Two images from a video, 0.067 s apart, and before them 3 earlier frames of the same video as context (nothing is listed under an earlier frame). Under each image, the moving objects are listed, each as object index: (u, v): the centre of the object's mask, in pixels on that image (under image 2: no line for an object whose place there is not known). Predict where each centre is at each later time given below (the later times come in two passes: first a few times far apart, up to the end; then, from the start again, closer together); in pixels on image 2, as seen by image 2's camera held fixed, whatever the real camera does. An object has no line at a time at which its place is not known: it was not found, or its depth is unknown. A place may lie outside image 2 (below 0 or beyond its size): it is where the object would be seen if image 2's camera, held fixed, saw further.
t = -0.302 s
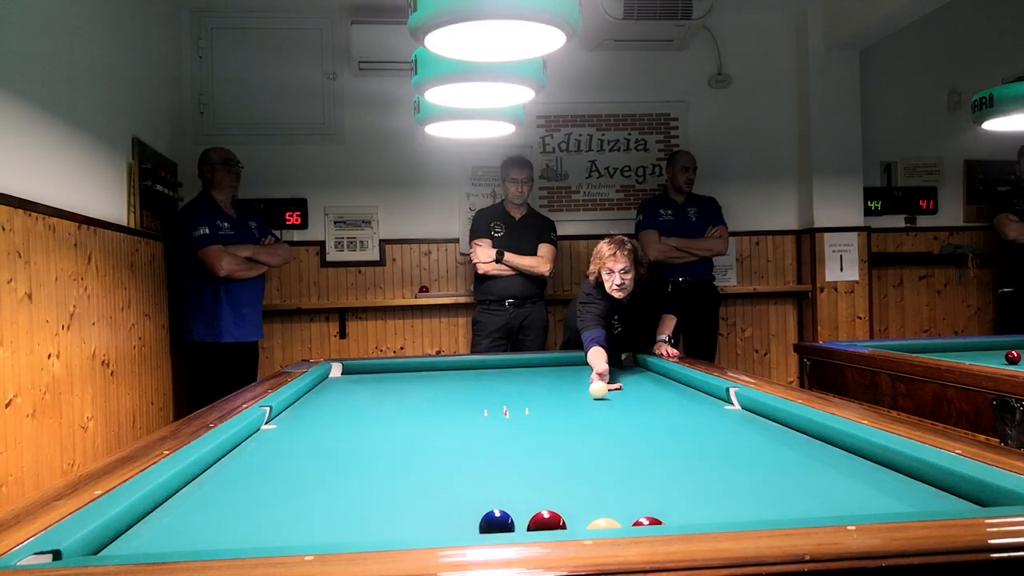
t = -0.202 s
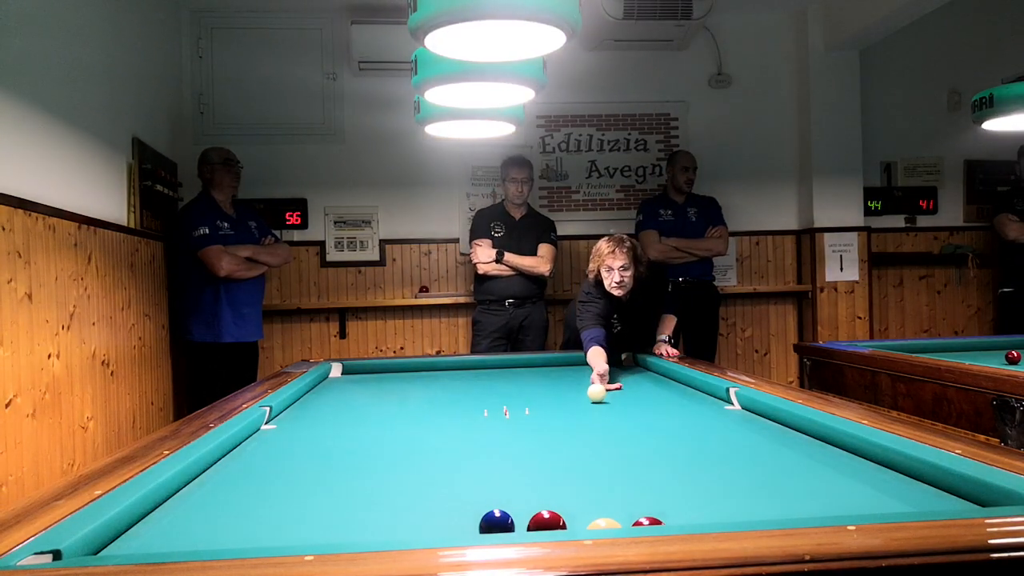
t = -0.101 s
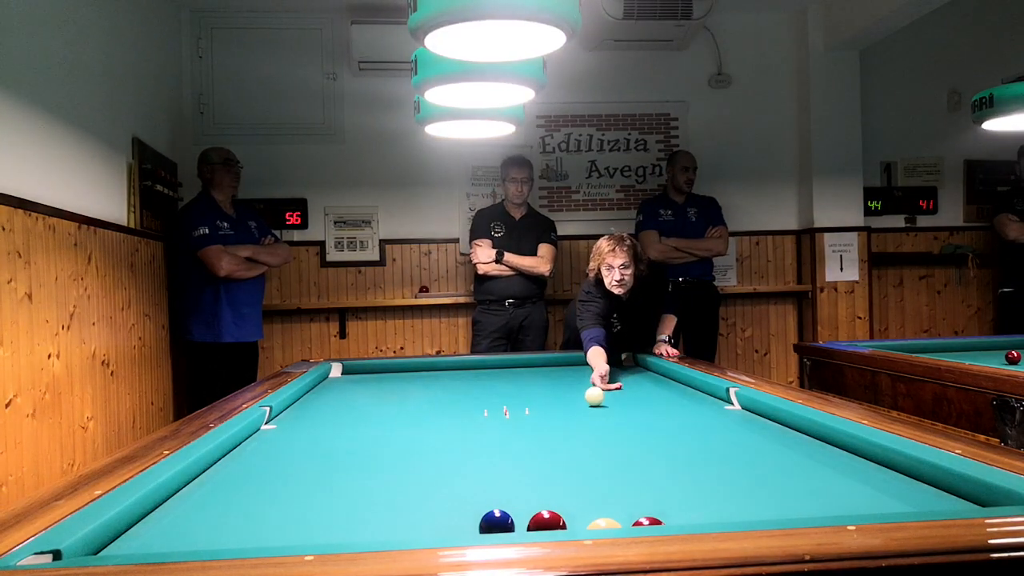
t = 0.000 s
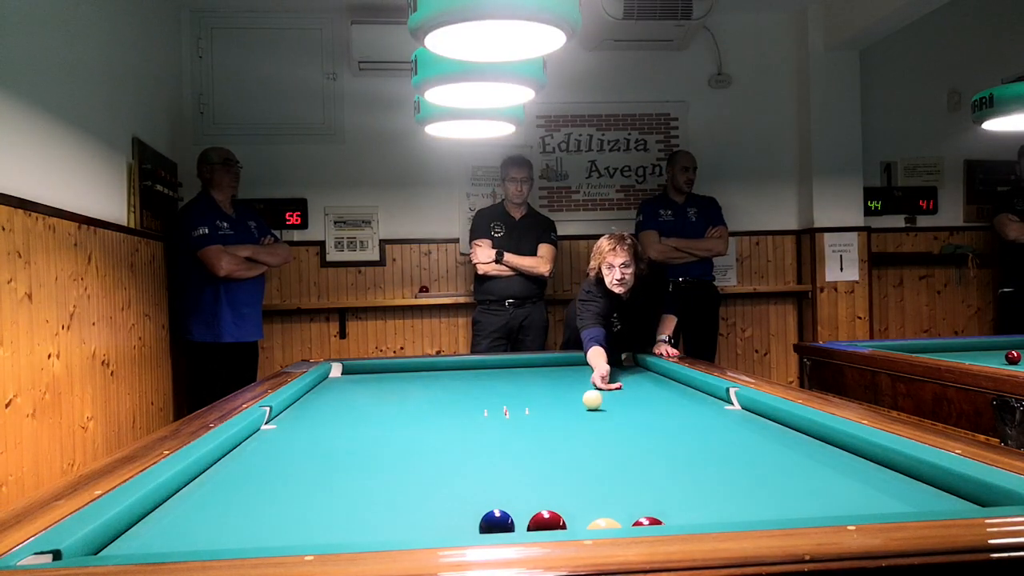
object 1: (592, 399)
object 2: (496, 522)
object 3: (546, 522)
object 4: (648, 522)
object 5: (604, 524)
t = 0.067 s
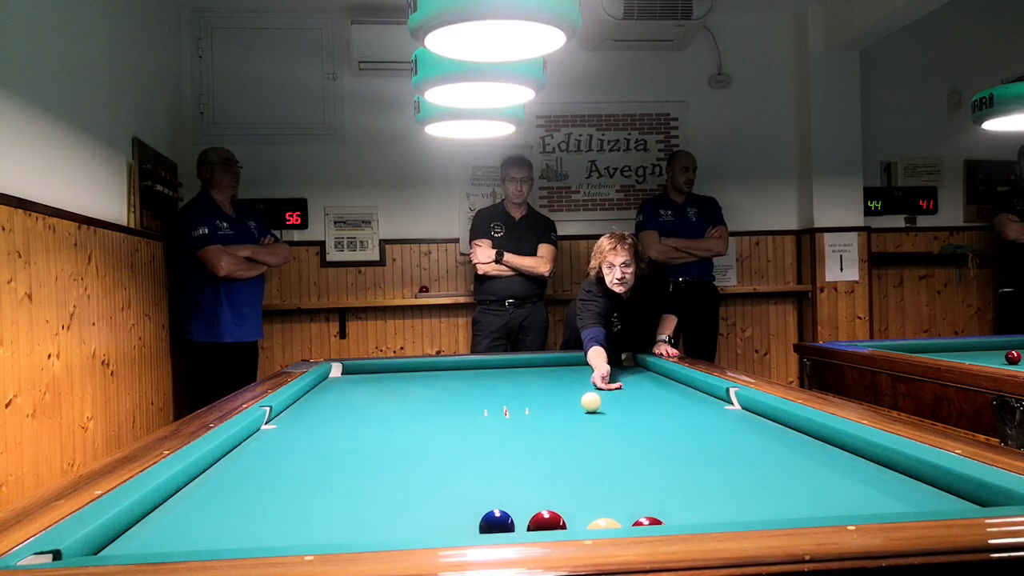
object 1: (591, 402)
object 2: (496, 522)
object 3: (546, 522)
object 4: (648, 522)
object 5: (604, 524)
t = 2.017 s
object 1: (529, 518)
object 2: (444, 532)
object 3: (561, 525)
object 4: (648, 522)
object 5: (604, 524)
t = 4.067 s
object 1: (486, 523)
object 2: (231, 516)
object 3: (566, 524)
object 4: (686, 520)
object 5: (613, 524)
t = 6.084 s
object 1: (487, 522)
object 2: (186, 497)
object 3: (566, 524)
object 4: (687, 520)
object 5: (613, 524)
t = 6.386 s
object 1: (487, 522)
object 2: (191, 496)
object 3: (566, 524)
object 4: (687, 520)
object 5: (613, 524)
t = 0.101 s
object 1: (590, 403)
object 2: (496, 522)
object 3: (546, 522)
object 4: (648, 522)
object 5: (604, 524)
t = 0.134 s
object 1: (589, 404)
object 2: (496, 522)
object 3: (546, 522)
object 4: (648, 522)
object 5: (604, 524)
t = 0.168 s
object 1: (588, 406)
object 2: (497, 522)
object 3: (546, 522)
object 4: (648, 522)
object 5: (604, 524)
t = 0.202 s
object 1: (588, 407)
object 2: (496, 522)
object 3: (546, 522)
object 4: (648, 522)
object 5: (604, 524)
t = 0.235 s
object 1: (587, 408)
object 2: (497, 522)
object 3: (546, 522)
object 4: (648, 522)
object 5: (604, 524)
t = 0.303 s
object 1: (585, 411)
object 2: (496, 522)
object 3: (546, 522)
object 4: (648, 522)
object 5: (604, 524)
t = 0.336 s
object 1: (584, 412)
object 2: (496, 522)
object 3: (546, 522)
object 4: (648, 522)
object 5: (604, 524)
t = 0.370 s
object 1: (584, 414)
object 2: (496, 522)
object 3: (546, 522)
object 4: (648, 522)
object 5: (604, 524)
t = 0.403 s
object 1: (583, 415)
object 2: (496, 522)
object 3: (546, 522)
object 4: (648, 522)
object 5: (604, 524)
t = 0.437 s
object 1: (582, 417)
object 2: (496, 522)
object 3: (546, 521)
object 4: (648, 522)
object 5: (604, 524)
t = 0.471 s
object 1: (581, 418)
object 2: (496, 522)
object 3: (546, 521)
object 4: (648, 522)
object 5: (604, 524)
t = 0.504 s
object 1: (580, 420)
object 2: (496, 522)
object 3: (546, 521)
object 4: (648, 522)
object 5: (604, 524)
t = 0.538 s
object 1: (579, 421)
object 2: (496, 522)
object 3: (546, 521)
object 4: (648, 522)
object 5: (604, 524)
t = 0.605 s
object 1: (577, 425)
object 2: (496, 522)
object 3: (546, 521)
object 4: (648, 522)
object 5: (604, 524)
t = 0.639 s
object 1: (576, 426)
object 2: (496, 522)
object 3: (546, 522)
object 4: (648, 522)
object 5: (604, 524)
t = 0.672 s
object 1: (575, 428)
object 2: (496, 522)
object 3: (546, 521)
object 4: (648, 522)
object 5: (604, 524)
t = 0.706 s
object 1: (574, 430)
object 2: (496, 522)
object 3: (546, 521)
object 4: (648, 522)
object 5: (604, 524)
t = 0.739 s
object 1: (573, 432)
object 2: (496, 522)
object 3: (546, 521)
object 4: (648, 522)
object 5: (604, 524)
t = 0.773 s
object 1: (572, 433)
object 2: (497, 522)
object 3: (546, 521)
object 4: (648, 522)
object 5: (604, 524)
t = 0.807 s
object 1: (571, 435)
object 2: (496, 522)
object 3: (546, 521)
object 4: (648, 522)
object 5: (604, 524)
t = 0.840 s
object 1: (570, 437)
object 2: (496, 522)
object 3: (546, 521)
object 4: (648, 522)
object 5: (604, 524)
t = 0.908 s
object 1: (567, 441)
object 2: (496, 522)
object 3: (546, 521)
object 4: (648, 522)
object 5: (604, 524)
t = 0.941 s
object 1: (566, 443)
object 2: (496, 522)
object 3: (546, 522)
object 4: (648, 522)
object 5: (604, 524)
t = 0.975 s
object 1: (565, 445)
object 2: (496, 522)
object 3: (546, 521)
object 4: (648, 522)
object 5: (604, 524)
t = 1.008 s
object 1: (564, 447)
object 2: (496, 522)
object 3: (546, 521)
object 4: (648, 522)
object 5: (604, 524)
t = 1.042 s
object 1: (562, 450)
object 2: (496, 522)
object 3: (546, 521)
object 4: (648, 522)
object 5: (604, 524)
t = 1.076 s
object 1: (561, 452)
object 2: (496, 522)
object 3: (546, 522)
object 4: (648, 522)
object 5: (604, 524)
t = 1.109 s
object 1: (560, 454)
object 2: (496, 522)
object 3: (546, 521)
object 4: (648, 522)
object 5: (604, 524)
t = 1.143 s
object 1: (558, 456)
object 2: (497, 522)
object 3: (546, 521)
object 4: (648, 522)
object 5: (604, 524)
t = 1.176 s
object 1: (557, 459)
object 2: (496, 522)
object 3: (546, 522)
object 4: (648, 522)
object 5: (604, 524)
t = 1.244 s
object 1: (554, 464)
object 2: (496, 522)
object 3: (546, 522)
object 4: (648, 522)
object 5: (604, 524)
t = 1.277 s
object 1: (552, 467)
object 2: (496, 522)
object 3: (546, 522)
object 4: (648, 522)
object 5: (604, 524)
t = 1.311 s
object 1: (551, 469)
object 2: (496, 522)
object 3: (546, 522)
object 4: (648, 522)
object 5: (604, 524)
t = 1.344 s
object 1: (549, 472)
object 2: (497, 522)
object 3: (546, 521)
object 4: (648, 522)
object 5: (604, 524)
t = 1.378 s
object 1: (547, 475)
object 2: (496, 522)
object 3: (546, 521)
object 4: (648, 522)
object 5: (604, 524)
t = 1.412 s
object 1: (545, 478)
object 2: (496, 522)
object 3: (546, 522)
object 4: (648, 522)
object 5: (604, 524)
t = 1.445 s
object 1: (544, 481)
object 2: (496, 522)
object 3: (546, 522)
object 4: (648, 522)
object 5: (604, 524)
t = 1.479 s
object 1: (542, 484)
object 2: (496, 522)
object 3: (546, 522)
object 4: (648, 522)
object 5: (604, 524)
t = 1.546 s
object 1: (538, 490)
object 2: (496, 522)
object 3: (546, 521)
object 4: (648, 522)
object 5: (604, 524)
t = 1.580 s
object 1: (536, 493)
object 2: (496, 522)
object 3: (546, 521)
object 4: (648, 522)
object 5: (604, 524)
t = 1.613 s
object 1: (534, 496)
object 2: (496, 522)
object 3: (546, 521)
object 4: (648, 522)
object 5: (604, 524)
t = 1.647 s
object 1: (531, 499)
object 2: (496, 522)
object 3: (546, 521)
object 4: (648, 522)
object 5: (604, 524)
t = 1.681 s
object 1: (529, 502)
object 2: (496, 522)
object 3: (546, 521)
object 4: (648, 522)
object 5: (604, 524)
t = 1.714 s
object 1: (526, 505)
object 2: (497, 522)
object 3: (546, 522)
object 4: (648, 522)
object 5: (604, 524)
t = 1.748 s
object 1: (524, 508)
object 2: (497, 522)
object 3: (546, 521)
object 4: (648, 522)
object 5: (604, 524)
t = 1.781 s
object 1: (522, 510)
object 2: (497, 522)
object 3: (546, 522)
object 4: (648, 522)
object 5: (604, 524)
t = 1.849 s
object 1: (524, 514)
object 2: (481, 525)
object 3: (547, 522)
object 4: (648, 522)
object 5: (604, 524)
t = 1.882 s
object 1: (526, 515)
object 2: (473, 527)
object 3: (550, 522)
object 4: (648, 522)
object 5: (604, 524)
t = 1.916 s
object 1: (527, 516)
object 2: (465, 528)
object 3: (553, 523)
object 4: (648, 522)
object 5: (604, 524)
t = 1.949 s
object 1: (527, 517)
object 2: (458, 530)
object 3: (555, 523)
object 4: (648, 522)
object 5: (604, 524)
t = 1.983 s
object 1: (528, 517)
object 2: (451, 531)
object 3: (558, 524)
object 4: (648, 522)
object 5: (604, 524)
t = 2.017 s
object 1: (529, 518)
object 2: (444, 532)
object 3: (561, 525)
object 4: (648, 522)
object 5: (604, 524)
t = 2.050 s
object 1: (529, 518)
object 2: (436, 533)
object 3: (561, 525)
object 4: (648, 522)
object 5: (605, 524)
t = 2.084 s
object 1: (529, 519)
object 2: (429, 535)
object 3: (561, 526)
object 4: (650, 522)
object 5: (605, 524)
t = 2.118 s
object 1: (530, 519)
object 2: (421, 536)
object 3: (562, 526)
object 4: (651, 522)
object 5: (606, 524)
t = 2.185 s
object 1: (530, 520)
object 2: (412, 536)
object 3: (561, 526)
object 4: (654, 522)
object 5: (606, 524)
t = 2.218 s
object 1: (529, 520)
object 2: (407, 536)
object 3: (560, 525)
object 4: (656, 522)
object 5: (606, 524)
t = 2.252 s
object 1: (529, 520)
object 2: (402, 536)
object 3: (560, 525)
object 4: (657, 521)
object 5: (606, 524)
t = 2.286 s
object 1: (529, 520)
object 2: (398, 535)
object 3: (559, 525)
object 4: (659, 521)
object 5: (606, 524)
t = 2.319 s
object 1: (528, 521)
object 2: (393, 535)
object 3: (558, 525)
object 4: (660, 521)
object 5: (606, 524)
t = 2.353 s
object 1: (528, 521)
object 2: (389, 535)
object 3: (560, 525)
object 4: (661, 521)
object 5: (606, 524)
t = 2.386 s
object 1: (527, 521)
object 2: (385, 534)
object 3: (561, 525)
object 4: (663, 521)
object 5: (606, 524)
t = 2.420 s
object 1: (525, 521)
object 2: (380, 534)
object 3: (562, 524)
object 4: (664, 521)
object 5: (607, 524)
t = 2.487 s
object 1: (522, 521)
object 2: (372, 534)
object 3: (564, 524)
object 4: (666, 521)
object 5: (607, 524)
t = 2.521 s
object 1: (521, 521)
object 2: (368, 534)
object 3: (565, 524)
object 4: (668, 521)
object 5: (607, 524)
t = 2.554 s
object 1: (520, 521)
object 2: (364, 533)
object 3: (565, 524)
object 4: (669, 521)
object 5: (608, 524)
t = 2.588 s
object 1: (518, 522)
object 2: (360, 533)
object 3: (565, 524)
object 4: (670, 521)
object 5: (608, 524)
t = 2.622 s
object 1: (517, 522)
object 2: (356, 533)
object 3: (566, 524)
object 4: (671, 521)
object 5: (609, 524)
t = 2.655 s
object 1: (515, 522)
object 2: (352, 533)
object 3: (566, 524)
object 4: (672, 521)
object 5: (609, 524)
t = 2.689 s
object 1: (514, 522)
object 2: (349, 533)
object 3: (566, 524)
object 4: (673, 521)
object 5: (609, 524)
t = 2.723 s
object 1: (513, 522)
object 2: (345, 532)
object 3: (566, 524)
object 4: (674, 521)
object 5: (610, 524)
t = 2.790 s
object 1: (510, 522)
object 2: (338, 532)
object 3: (566, 524)
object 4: (676, 521)
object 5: (611, 524)
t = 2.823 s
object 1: (509, 522)
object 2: (334, 531)
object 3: (566, 524)
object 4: (677, 521)
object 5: (611, 524)
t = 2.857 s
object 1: (508, 522)
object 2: (330, 531)
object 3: (566, 524)
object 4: (678, 521)
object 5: (611, 524)
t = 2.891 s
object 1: (506, 522)
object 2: (327, 531)
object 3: (566, 524)
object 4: (679, 521)
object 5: (611, 524)
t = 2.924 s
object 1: (506, 522)
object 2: (324, 531)
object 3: (566, 524)
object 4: (680, 521)
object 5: (611, 524)
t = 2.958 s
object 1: (504, 522)
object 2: (320, 530)
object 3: (566, 524)
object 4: (681, 521)
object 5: (611, 524)
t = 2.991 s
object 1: (503, 522)
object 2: (317, 530)
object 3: (566, 524)
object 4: (681, 521)
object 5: (611, 524)
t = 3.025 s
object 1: (503, 522)
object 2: (314, 530)
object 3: (566, 524)
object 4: (682, 521)
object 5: (611, 524)
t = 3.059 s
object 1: (502, 522)
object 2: (310, 530)
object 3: (566, 524)
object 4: (683, 521)
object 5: (611, 524)
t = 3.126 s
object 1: (500, 522)
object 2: (304, 529)
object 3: (566, 524)
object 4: (684, 520)
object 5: (612, 524)
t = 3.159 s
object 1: (499, 522)
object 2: (301, 529)
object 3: (566, 524)
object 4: (684, 521)
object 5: (612, 524)
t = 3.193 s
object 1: (498, 522)
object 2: (298, 528)
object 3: (566, 524)
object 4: (684, 521)
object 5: (612, 524)
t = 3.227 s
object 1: (497, 522)
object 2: (295, 528)
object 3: (566, 524)
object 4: (684, 520)
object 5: (612, 524)
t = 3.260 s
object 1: (496, 523)
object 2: (292, 528)
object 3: (566, 524)
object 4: (684, 521)
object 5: (612, 524)
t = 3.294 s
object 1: (495, 522)
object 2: (289, 527)
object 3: (566, 524)
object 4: (685, 520)
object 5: (612, 524)
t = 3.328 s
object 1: (495, 523)
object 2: (286, 527)
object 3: (566, 524)
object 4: (685, 520)
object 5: (612, 524)
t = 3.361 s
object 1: (494, 523)
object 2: (283, 527)
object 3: (566, 524)
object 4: (685, 520)
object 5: (613, 524)
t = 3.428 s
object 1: (493, 523)
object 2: (278, 526)
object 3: (566, 524)
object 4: (686, 520)
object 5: (613, 524)
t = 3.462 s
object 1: (492, 523)
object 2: (275, 525)
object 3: (566, 524)
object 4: (686, 520)
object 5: (613, 524)
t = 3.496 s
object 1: (492, 523)
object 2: (272, 525)
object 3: (566, 524)
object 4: (686, 520)
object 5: (613, 524)
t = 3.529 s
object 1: (491, 523)
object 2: (269, 524)
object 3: (566, 524)
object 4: (686, 520)
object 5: (613, 524)
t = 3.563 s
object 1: (490, 523)
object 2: (267, 523)
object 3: (566, 524)
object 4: (686, 520)
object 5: (613, 524)
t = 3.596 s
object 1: (490, 523)
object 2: (264, 523)
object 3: (566, 524)
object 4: (686, 520)
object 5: (613, 524)
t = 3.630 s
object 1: (490, 523)
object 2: (261, 522)
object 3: (566, 524)
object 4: (687, 520)
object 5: (613, 524)
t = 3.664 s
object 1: (489, 523)
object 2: (259, 522)
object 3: (566, 524)
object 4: (686, 520)
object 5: (613, 524)
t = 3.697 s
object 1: (489, 523)
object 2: (256, 521)
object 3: (566, 524)
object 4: (686, 520)
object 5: (613, 524)
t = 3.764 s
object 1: (488, 523)
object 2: (252, 520)
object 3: (566, 524)
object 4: (687, 520)
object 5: (613, 524)
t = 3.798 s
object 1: (488, 523)
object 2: (249, 520)
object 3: (566, 524)
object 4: (687, 520)
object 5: (613, 524)
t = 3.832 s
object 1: (488, 523)
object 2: (247, 519)
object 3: (566, 524)
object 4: (687, 520)
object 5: (613, 524)
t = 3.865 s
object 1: (487, 523)
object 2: (244, 519)
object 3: (566, 524)
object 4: (686, 520)
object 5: (613, 524)
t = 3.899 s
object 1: (487, 523)
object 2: (242, 518)
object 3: (566, 524)
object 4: (686, 520)
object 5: (613, 524)
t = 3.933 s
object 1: (487, 523)
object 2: (240, 518)
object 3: (566, 524)
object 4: (686, 520)
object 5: (613, 524)
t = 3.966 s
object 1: (487, 523)
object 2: (238, 517)
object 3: (566, 524)
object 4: (686, 520)
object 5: (613, 524)
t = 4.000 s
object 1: (487, 523)
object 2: (235, 517)
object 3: (566, 524)
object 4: (686, 520)
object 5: (613, 524)
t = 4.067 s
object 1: (486, 523)
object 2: (231, 516)
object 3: (566, 524)
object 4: (686, 520)
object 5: (613, 524)
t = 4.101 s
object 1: (486, 523)
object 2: (229, 515)
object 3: (566, 524)
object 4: (686, 520)
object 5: (613, 524)
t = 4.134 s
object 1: (486, 523)
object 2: (227, 515)
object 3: (566, 524)
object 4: (686, 520)
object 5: (613, 524)
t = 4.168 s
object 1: (486, 523)
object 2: (225, 514)
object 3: (566, 524)
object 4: (686, 520)
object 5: (613, 524)
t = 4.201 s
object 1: (486, 523)
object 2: (223, 514)
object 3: (566, 524)
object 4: (686, 520)
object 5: (613, 524)
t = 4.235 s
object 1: (486, 523)
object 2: (221, 514)
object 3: (566, 524)
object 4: (686, 520)
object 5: (613, 524)
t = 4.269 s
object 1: (486, 523)
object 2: (219, 513)
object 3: (566, 524)
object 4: (686, 520)
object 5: (613, 524)
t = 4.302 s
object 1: (486, 523)
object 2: (217, 513)
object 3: (566, 524)
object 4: (686, 520)
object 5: (613, 524)
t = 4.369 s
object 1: (486, 523)
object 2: (213, 512)
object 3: (566, 524)
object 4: (686, 520)
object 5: (613, 524)
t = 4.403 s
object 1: (486, 523)
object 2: (212, 511)
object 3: (566, 524)
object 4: (686, 520)
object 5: (613, 524)
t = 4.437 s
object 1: (486, 523)
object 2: (210, 511)
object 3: (566, 524)
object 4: (686, 520)
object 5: (613, 524)
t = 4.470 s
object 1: (486, 523)
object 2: (208, 511)
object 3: (566, 524)
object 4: (686, 520)
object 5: (613, 524)
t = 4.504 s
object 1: (486, 523)
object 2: (206, 510)
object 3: (566, 524)
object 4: (686, 520)
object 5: (613, 524)
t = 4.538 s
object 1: (486, 523)
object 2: (204, 510)
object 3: (566, 524)
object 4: (686, 520)
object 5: (613, 524)
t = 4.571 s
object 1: (486, 523)
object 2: (203, 509)
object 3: (566, 524)
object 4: (687, 520)
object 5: (613, 524)
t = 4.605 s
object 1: (487, 523)
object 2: (201, 509)
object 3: (566, 524)
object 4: (687, 520)
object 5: (613, 524)
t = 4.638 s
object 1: (486, 523)
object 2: (200, 508)
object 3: (566, 524)
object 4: (687, 520)
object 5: (613, 524)
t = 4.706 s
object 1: (486, 523)
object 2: (197, 508)
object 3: (566, 524)
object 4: (687, 520)
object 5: (613, 524)
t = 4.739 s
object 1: (486, 523)
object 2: (195, 507)
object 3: (566, 524)
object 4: (687, 520)
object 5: (613, 524)
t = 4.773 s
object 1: (486, 523)
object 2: (193, 507)
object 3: (566, 524)
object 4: (687, 520)
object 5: (613, 524)
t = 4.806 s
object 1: (486, 523)
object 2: (192, 507)
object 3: (566, 524)
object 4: (687, 520)
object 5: (613, 524)
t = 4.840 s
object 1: (487, 523)
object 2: (191, 506)
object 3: (566, 524)
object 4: (687, 520)
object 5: (613, 524)
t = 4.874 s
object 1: (486, 523)
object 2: (189, 506)
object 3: (566, 524)
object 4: (687, 520)
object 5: (613, 524)
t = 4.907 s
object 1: (487, 523)
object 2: (188, 506)
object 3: (566, 524)
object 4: (687, 520)
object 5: (613, 524)
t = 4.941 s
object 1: (486, 523)
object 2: (186, 505)
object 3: (566, 524)
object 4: (687, 520)
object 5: (613, 524)
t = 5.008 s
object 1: (486, 523)
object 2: (183, 505)
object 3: (566, 524)
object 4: (687, 520)
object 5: (613, 524)
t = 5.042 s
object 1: (486, 523)
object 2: (182, 504)
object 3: (566, 524)
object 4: (687, 520)
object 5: (613, 524)
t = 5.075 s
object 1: (487, 523)
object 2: (181, 504)
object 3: (566, 524)
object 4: (687, 520)
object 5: (613, 524)
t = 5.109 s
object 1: (486, 523)
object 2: (179, 504)
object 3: (566, 524)
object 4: (687, 520)
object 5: (613, 524)
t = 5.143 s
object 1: (487, 523)
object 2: (178, 503)
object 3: (566, 524)
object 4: (687, 520)
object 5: (613, 524)
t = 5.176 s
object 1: (487, 523)
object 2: (177, 503)
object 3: (566, 524)
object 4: (687, 520)
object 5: (613, 524)
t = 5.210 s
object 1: (487, 522)
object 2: (176, 503)
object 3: (566, 524)
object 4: (687, 520)
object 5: (613, 524)
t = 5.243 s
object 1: (487, 523)
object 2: (174, 503)
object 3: (566, 524)
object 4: (687, 520)
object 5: (613, 524)
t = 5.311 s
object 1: (487, 523)
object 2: (172, 502)
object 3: (566, 524)
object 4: (687, 520)
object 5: (613, 524)
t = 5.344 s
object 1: (487, 522)
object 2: (171, 502)
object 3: (566, 524)
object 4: (687, 520)
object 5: (613, 524)
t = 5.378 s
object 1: (487, 522)
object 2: (169, 502)
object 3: (566, 524)
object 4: (687, 520)
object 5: (613, 524)
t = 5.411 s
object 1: (486, 523)
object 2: (169, 501)
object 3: (566, 524)
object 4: (687, 520)
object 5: (613, 524)
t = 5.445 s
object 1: (487, 523)
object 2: (170, 501)
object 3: (566, 524)
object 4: (687, 520)
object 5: (613, 524)
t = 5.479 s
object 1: (486, 522)
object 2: (171, 501)
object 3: (566, 524)
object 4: (687, 520)
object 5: (613, 524)
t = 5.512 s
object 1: (487, 523)
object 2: (173, 500)
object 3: (566, 524)
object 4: (687, 520)
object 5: (613, 524)
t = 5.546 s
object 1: (487, 522)
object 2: (174, 500)
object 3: (566, 524)
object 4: (687, 520)
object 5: (613, 524)
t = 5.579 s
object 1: (487, 522)
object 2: (175, 500)
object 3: (566, 524)
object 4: (687, 520)
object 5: (613, 524)
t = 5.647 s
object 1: (487, 523)
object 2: (176, 499)
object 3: (566, 524)
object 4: (687, 520)
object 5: (613, 524)
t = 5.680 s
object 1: (487, 522)
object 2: (178, 499)
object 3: (566, 524)
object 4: (687, 520)
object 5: (613, 524)
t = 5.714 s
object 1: (487, 523)
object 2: (178, 499)
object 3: (566, 524)
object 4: (687, 520)
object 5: (613, 524)
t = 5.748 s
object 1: (487, 522)
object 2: (179, 499)
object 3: (566, 524)
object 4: (687, 520)
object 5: (613, 524)
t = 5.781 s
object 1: (487, 523)
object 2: (180, 499)
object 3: (566, 524)
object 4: (687, 520)
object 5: (613, 524)
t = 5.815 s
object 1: (487, 523)
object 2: (181, 498)
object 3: (566, 524)
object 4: (687, 520)
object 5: (613, 524)
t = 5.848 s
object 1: (487, 522)
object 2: (182, 498)
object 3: (566, 524)
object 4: (687, 520)
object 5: (613, 524)
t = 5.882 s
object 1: (487, 523)
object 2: (182, 498)
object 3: (566, 524)
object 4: (687, 520)
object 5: (613, 524)
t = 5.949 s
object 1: (487, 522)
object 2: (184, 498)
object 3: (566, 524)
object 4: (687, 520)
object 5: (613, 524)
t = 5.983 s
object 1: (487, 522)
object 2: (184, 497)
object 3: (566, 524)
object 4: (687, 520)
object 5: (613, 524)
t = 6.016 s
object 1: (487, 522)
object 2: (185, 497)
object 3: (566, 524)
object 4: (687, 520)
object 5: (613, 524)
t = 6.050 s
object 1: (487, 522)
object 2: (186, 497)
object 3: (566, 524)
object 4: (687, 520)
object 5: (613, 524)
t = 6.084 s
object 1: (487, 522)
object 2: (186, 497)
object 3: (566, 524)
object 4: (687, 520)
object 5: (613, 524)
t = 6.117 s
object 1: (487, 522)
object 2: (187, 497)
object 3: (566, 524)
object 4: (687, 520)
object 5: (613, 524)
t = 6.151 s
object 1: (487, 522)
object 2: (187, 496)
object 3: (566, 524)
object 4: (687, 520)
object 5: (613, 524)
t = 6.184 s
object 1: (487, 522)
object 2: (188, 496)
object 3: (566, 524)
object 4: (687, 520)
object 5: (613, 524)
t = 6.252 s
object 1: (487, 522)
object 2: (189, 496)
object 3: (566, 524)
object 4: (687, 520)
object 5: (613, 524)
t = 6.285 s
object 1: (487, 522)
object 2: (189, 496)
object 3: (566, 524)
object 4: (687, 520)
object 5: (613, 524)
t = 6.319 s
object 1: (487, 522)
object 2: (190, 496)
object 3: (566, 524)
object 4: (687, 520)
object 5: (613, 524)
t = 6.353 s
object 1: (487, 522)
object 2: (190, 496)
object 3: (566, 524)
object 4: (687, 520)
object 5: (613, 524)
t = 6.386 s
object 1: (487, 522)
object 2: (191, 496)
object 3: (566, 524)
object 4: (687, 520)
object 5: (613, 524)
